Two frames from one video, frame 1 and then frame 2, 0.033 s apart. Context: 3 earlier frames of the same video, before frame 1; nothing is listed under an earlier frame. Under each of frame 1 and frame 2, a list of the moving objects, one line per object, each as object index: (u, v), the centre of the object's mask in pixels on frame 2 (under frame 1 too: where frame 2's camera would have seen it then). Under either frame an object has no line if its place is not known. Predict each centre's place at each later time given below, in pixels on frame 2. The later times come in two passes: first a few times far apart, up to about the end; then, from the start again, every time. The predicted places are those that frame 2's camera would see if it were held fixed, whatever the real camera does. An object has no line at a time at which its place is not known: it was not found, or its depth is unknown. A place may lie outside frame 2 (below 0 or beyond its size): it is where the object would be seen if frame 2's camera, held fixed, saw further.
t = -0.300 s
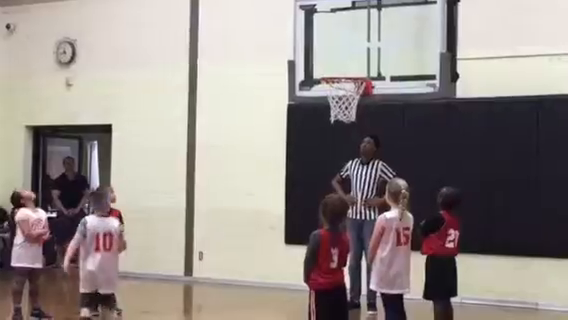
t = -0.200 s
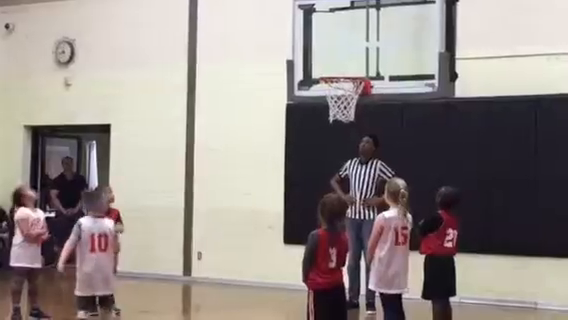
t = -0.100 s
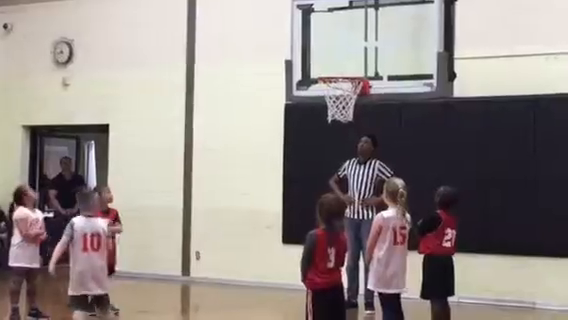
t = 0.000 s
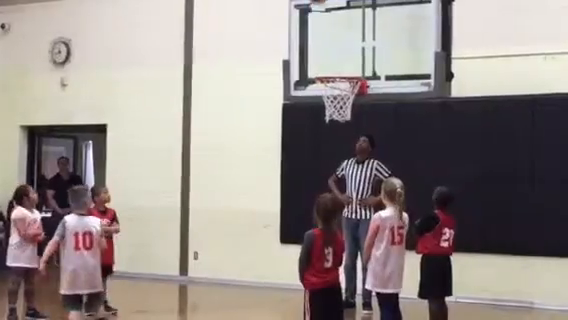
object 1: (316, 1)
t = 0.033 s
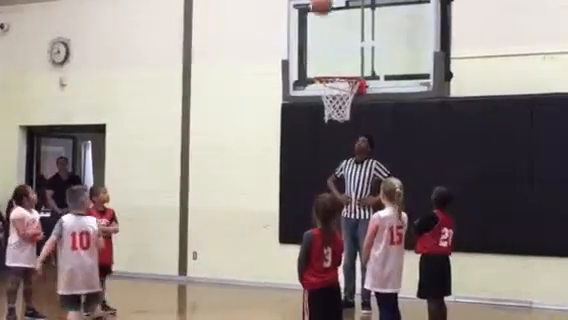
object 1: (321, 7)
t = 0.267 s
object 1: (338, 51)
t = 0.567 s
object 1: (304, 10)
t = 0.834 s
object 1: (266, 41)
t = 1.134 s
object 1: (218, 191)
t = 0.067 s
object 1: (326, 17)
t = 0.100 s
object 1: (331, 30)
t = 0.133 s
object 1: (336, 44)
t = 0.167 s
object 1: (341, 59)
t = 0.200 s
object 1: (343, 71)
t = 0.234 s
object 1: (341, 61)
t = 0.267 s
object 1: (338, 51)
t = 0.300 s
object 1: (334, 42)
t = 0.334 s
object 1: (331, 34)
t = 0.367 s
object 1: (327, 27)
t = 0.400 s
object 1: (323, 21)
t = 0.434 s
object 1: (320, 17)
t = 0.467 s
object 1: (315, 12)
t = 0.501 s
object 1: (312, 11)
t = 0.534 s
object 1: (308, 10)
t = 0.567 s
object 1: (304, 10)
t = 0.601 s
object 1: (299, 10)
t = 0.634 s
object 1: (296, 11)
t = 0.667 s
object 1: (292, 13)
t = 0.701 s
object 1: (285, 15)
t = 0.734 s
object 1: (281, 18)
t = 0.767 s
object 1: (276, 25)
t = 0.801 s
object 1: (271, 33)
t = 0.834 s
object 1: (266, 41)
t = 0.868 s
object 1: (261, 52)
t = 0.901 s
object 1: (256, 64)
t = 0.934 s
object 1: (252, 78)
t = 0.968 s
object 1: (246, 92)
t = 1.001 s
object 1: (241, 109)
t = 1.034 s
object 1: (235, 127)
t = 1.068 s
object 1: (229, 148)
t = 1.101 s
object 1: (224, 168)
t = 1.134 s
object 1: (218, 191)
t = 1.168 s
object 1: (213, 217)
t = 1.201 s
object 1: (206, 244)
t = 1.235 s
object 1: (200, 271)
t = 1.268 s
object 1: (193, 301)
